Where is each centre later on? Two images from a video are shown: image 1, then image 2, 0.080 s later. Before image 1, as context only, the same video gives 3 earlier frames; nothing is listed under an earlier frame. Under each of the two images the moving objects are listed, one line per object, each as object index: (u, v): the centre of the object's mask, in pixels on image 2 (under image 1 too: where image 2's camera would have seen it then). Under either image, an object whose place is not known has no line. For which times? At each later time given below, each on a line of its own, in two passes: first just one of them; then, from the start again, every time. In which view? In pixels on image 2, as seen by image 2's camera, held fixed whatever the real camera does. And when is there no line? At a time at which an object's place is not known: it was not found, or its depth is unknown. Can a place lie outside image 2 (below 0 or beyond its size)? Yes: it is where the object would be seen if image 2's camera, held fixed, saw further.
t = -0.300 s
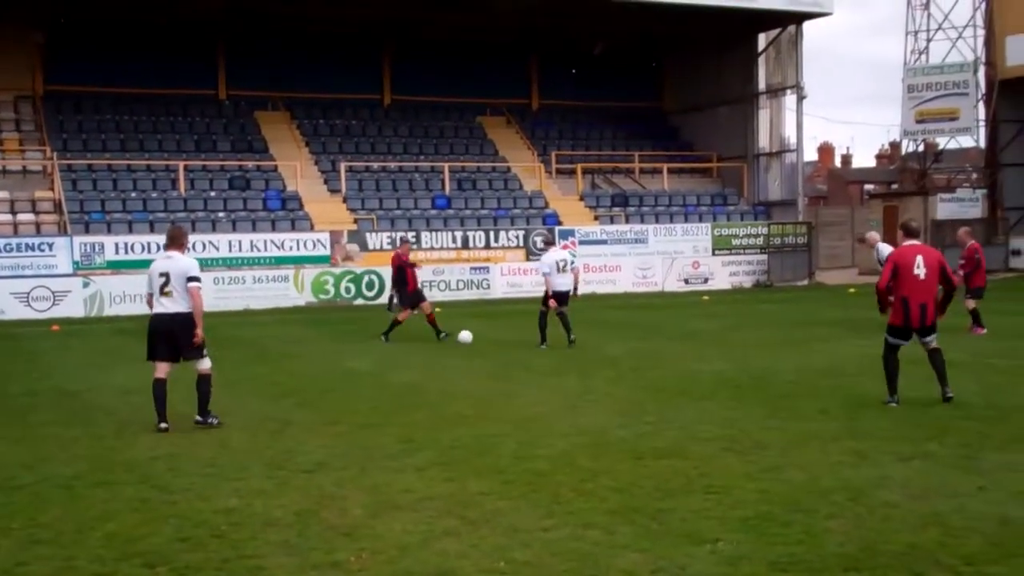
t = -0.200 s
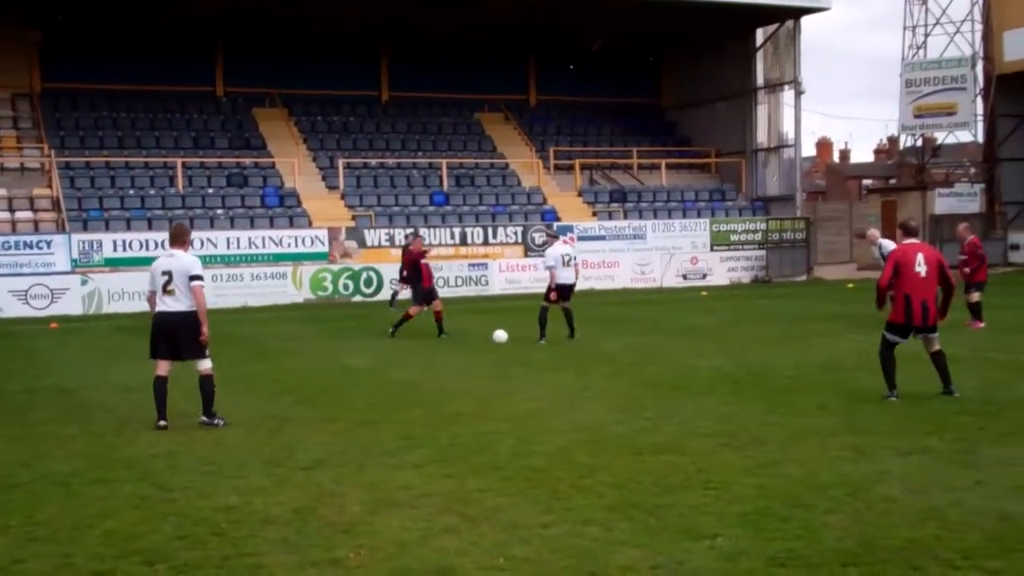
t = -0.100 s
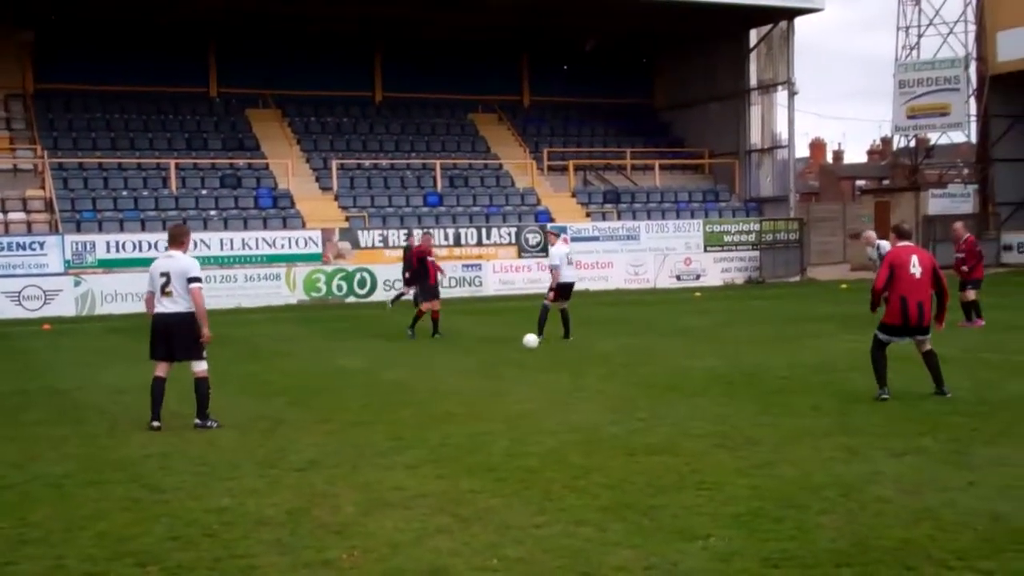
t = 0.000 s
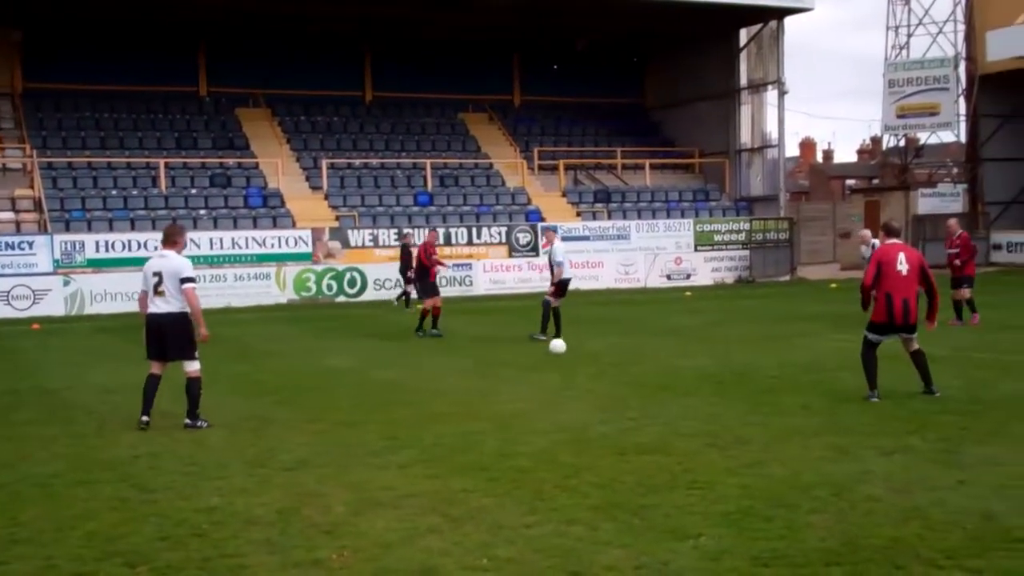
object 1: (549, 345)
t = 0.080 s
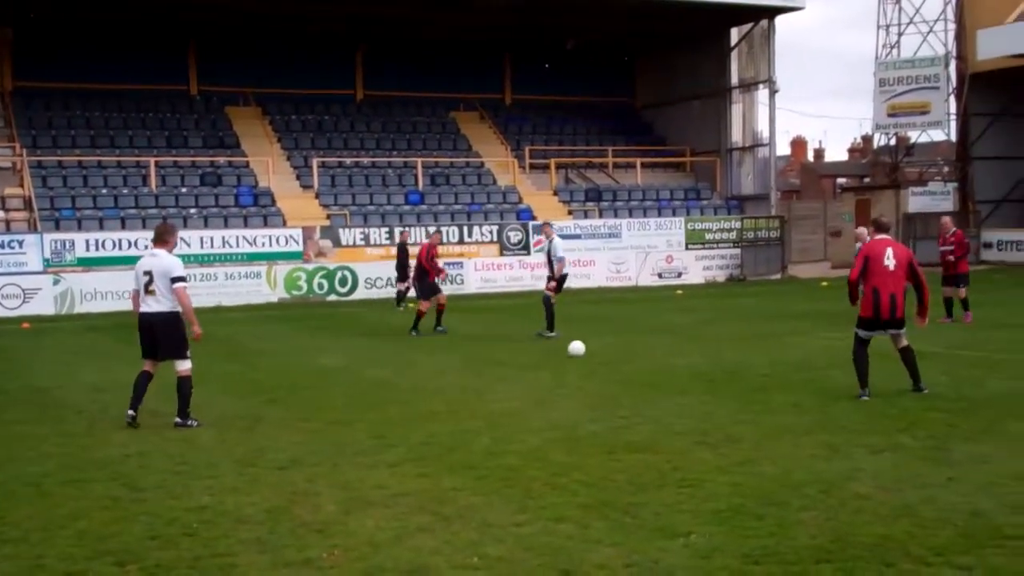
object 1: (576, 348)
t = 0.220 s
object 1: (623, 354)
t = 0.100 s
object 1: (583, 349)
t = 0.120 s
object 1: (589, 349)
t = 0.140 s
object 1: (596, 350)
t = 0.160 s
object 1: (603, 351)
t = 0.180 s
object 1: (609, 352)
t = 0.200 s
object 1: (616, 353)
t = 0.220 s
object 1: (623, 354)
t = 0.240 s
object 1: (630, 354)
